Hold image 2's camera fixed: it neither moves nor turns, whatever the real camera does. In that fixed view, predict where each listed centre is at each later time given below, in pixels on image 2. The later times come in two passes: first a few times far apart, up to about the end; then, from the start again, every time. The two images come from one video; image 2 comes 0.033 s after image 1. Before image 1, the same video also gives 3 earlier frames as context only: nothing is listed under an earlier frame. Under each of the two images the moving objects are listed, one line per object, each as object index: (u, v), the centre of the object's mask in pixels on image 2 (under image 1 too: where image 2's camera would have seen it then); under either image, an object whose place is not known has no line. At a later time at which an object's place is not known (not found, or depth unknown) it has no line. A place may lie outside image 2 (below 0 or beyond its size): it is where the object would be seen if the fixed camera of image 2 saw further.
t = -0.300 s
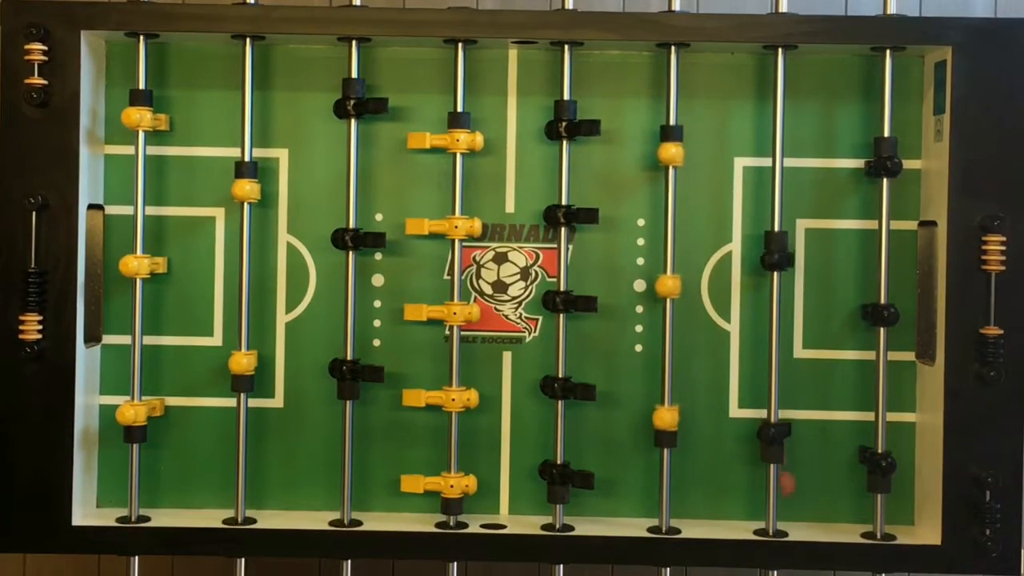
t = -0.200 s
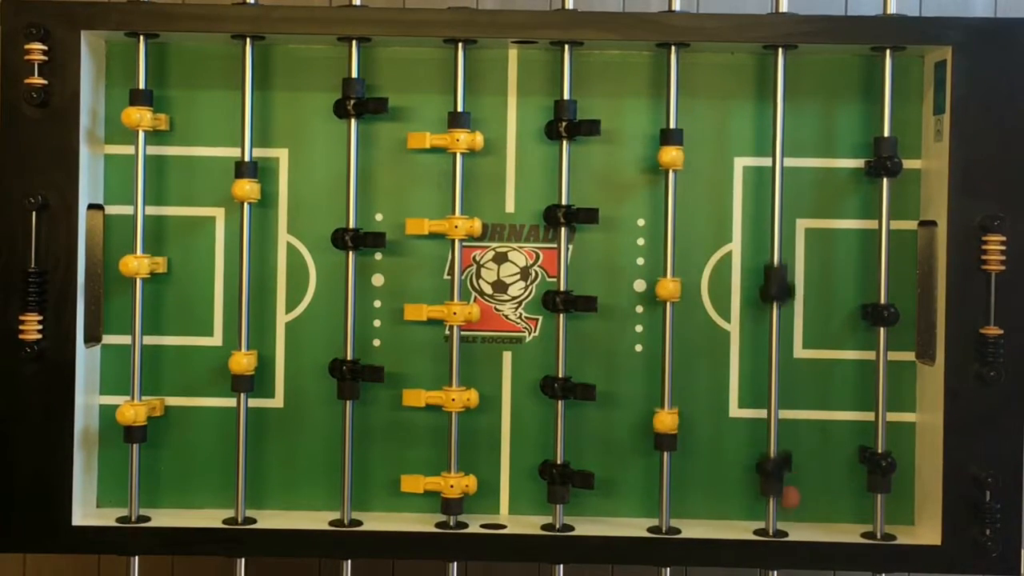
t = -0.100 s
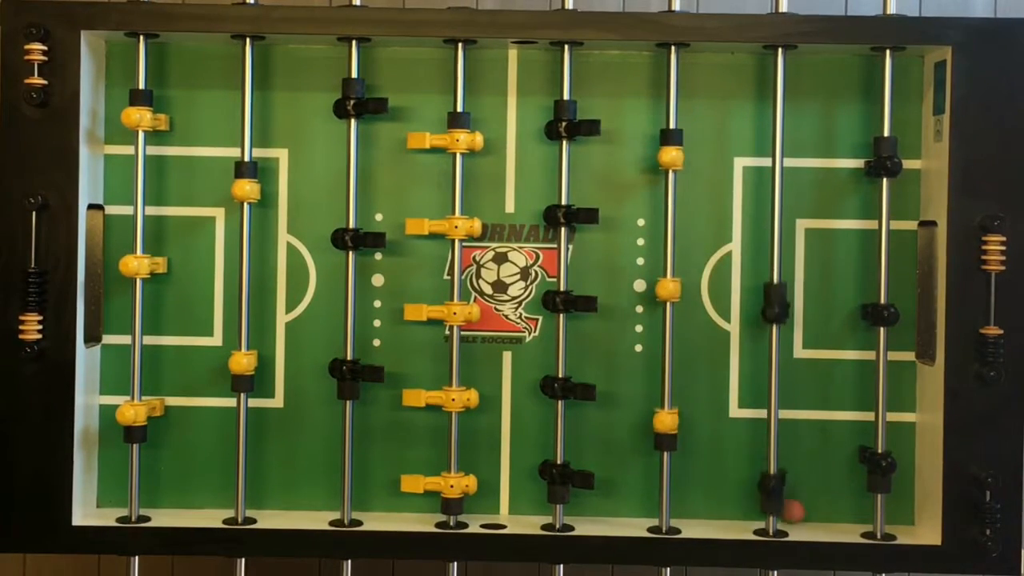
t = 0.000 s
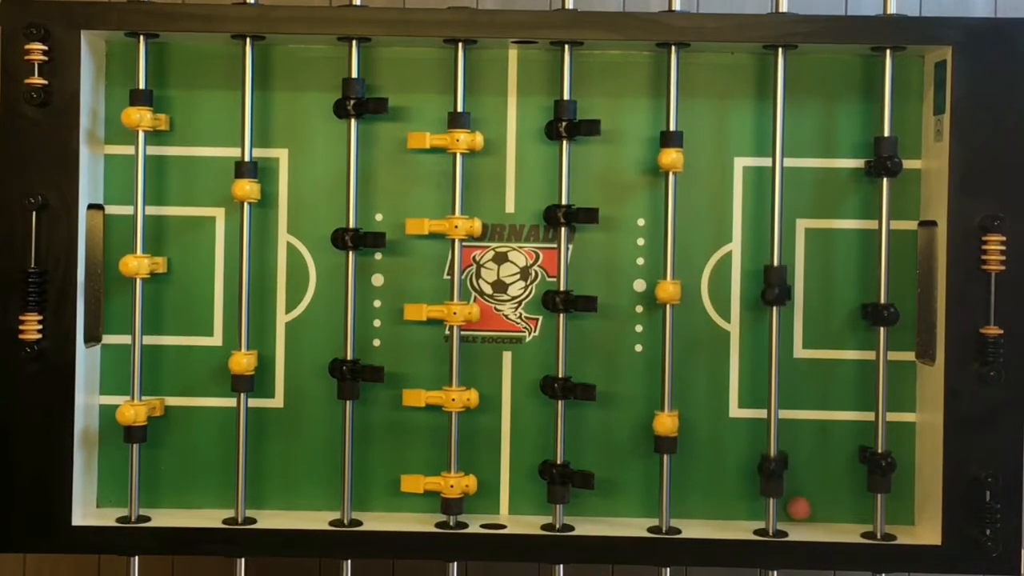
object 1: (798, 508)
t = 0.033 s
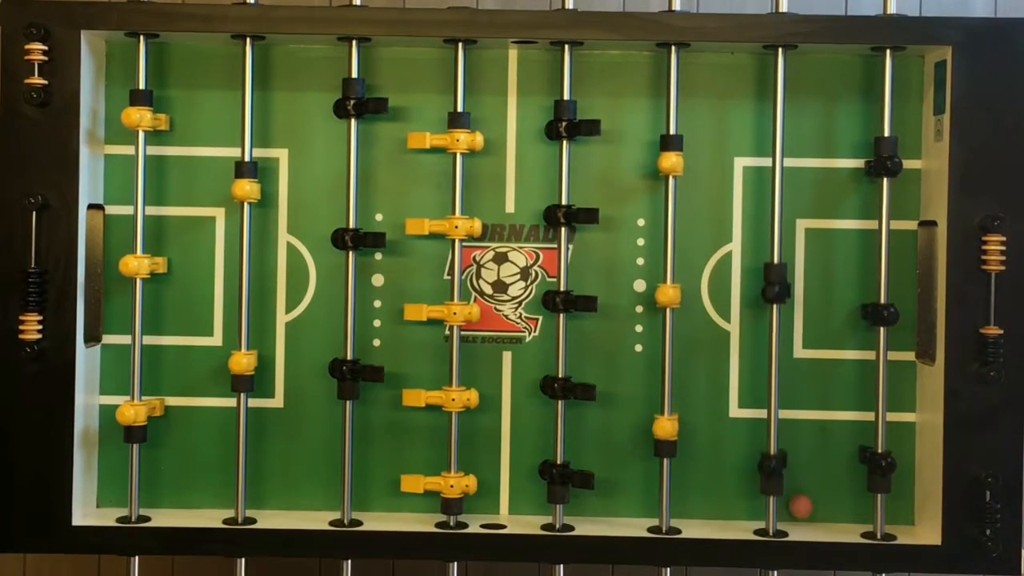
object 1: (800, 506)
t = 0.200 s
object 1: (810, 497)
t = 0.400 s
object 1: (820, 489)
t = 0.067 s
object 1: (802, 504)
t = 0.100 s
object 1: (805, 502)
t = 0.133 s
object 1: (806, 500)
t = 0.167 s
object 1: (809, 499)
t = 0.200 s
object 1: (810, 497)
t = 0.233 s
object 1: (812, 495)
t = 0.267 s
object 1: (815, 493)
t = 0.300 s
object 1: (816, 493)
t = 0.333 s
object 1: (818, 491)
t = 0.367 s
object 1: (819, 490)
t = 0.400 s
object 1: (820, 489)
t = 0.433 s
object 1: (822, 486)
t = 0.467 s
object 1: (823, 485)
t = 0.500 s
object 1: (824, 484)
